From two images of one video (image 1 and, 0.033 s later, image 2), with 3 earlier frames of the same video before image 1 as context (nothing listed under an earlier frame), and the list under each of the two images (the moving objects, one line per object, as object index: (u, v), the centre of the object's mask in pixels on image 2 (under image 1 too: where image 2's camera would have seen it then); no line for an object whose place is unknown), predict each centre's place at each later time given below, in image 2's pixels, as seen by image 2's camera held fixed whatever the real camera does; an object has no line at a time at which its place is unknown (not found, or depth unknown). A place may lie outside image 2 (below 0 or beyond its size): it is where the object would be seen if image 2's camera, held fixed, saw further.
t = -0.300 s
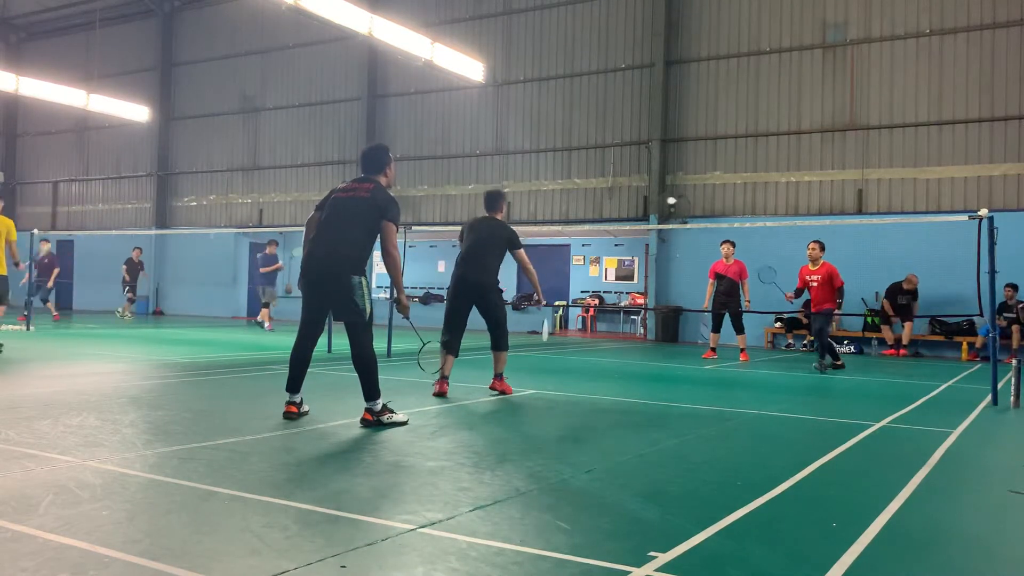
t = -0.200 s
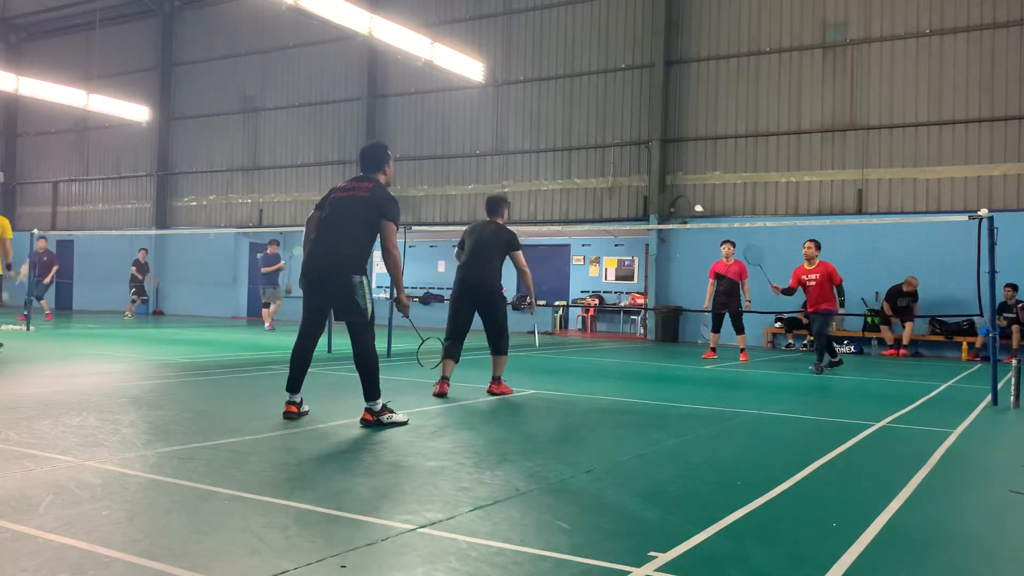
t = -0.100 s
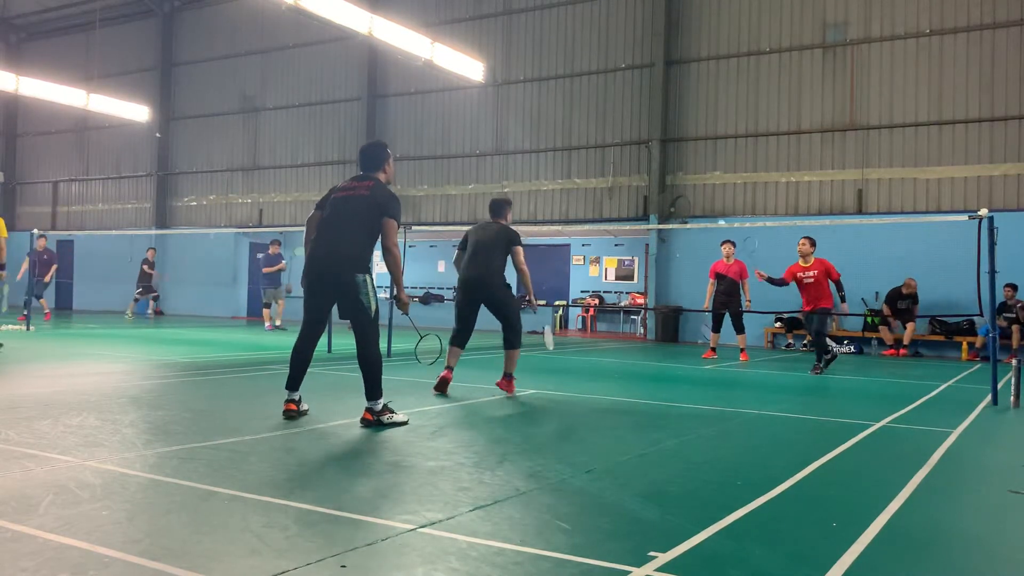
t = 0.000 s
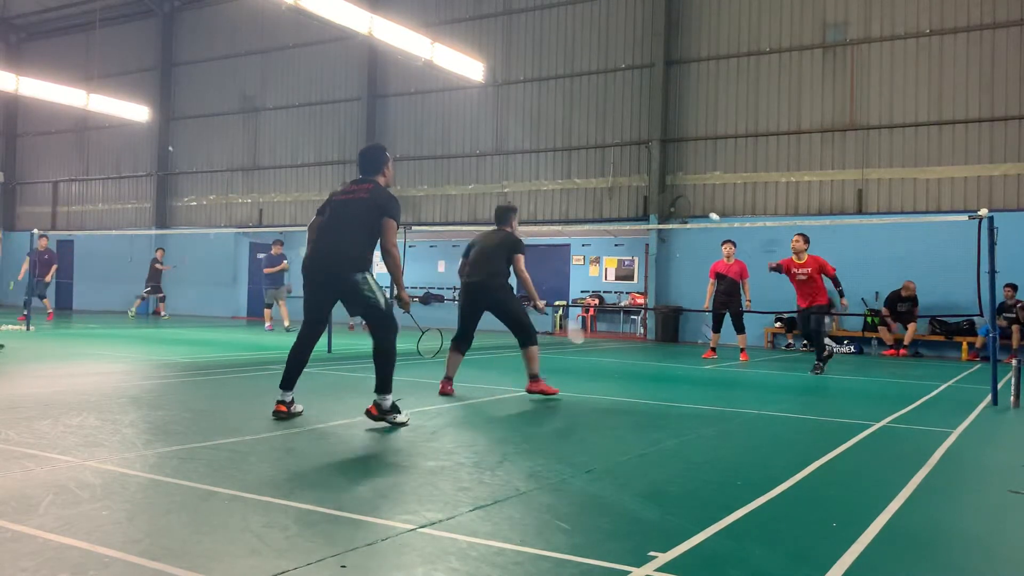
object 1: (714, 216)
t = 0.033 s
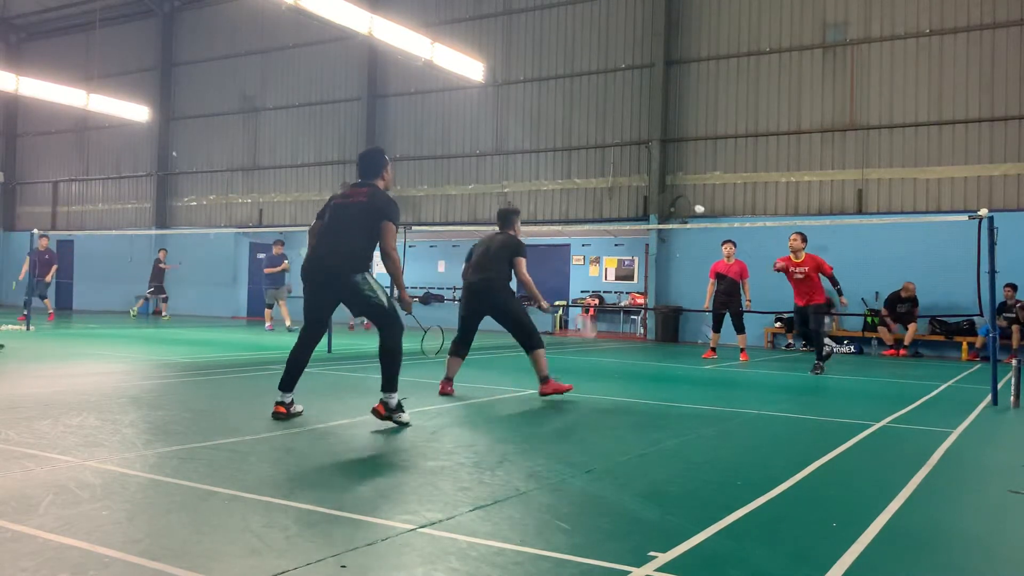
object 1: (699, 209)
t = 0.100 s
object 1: (674, 194)
